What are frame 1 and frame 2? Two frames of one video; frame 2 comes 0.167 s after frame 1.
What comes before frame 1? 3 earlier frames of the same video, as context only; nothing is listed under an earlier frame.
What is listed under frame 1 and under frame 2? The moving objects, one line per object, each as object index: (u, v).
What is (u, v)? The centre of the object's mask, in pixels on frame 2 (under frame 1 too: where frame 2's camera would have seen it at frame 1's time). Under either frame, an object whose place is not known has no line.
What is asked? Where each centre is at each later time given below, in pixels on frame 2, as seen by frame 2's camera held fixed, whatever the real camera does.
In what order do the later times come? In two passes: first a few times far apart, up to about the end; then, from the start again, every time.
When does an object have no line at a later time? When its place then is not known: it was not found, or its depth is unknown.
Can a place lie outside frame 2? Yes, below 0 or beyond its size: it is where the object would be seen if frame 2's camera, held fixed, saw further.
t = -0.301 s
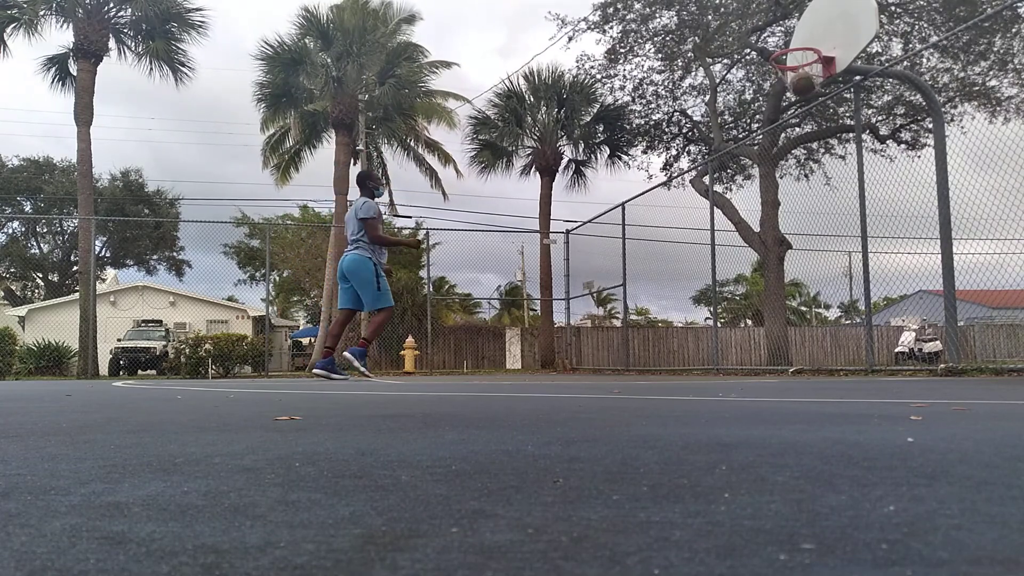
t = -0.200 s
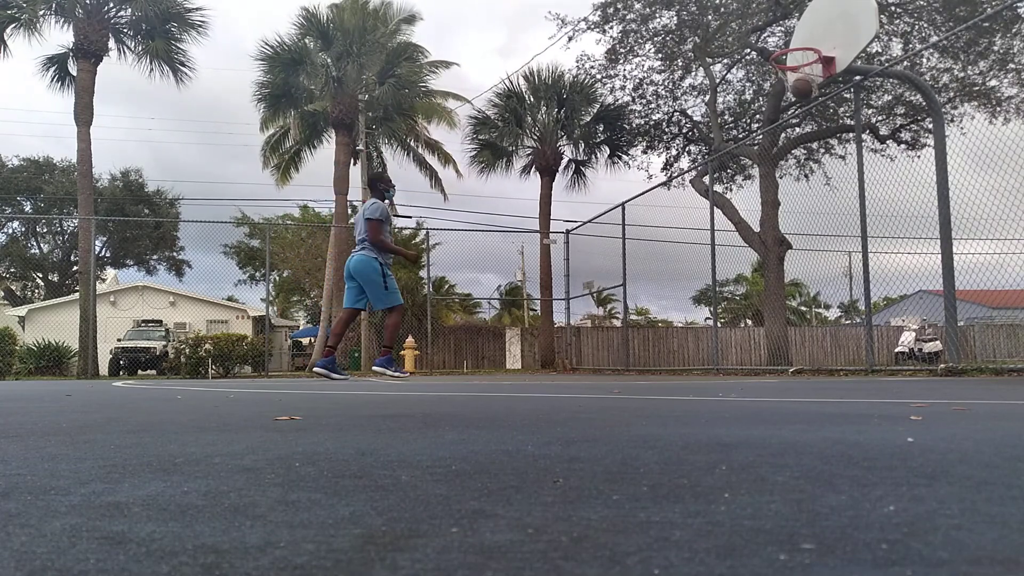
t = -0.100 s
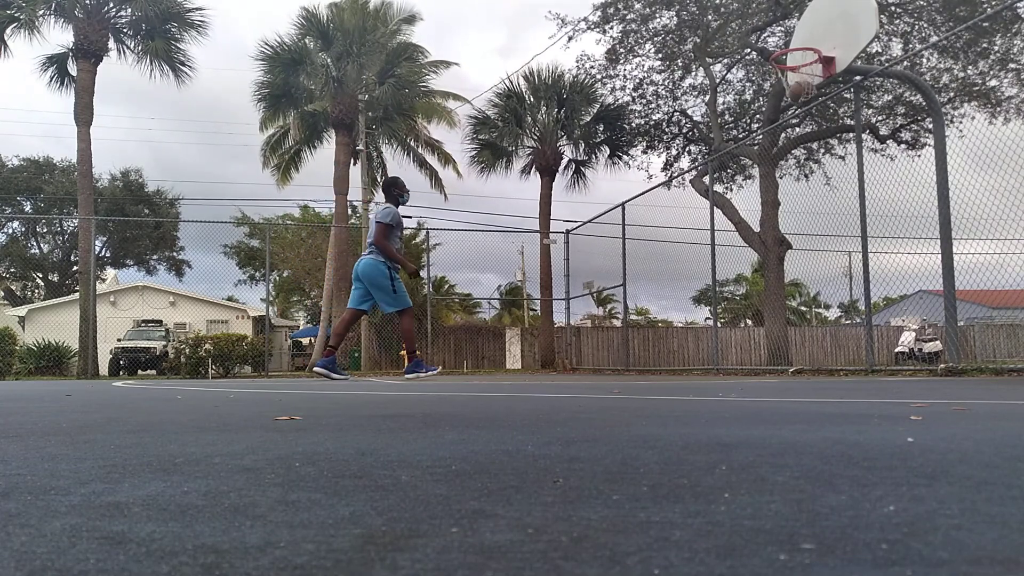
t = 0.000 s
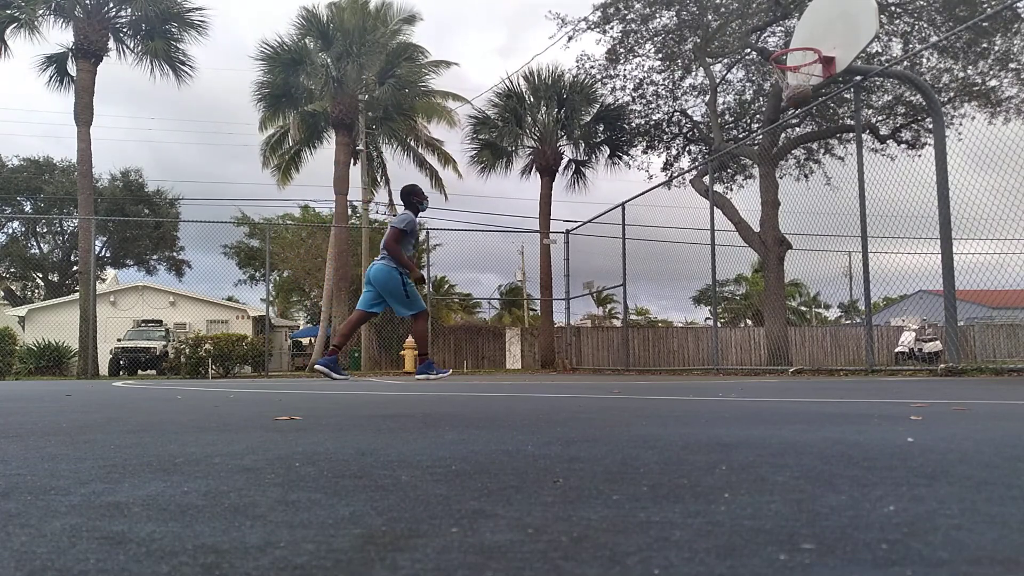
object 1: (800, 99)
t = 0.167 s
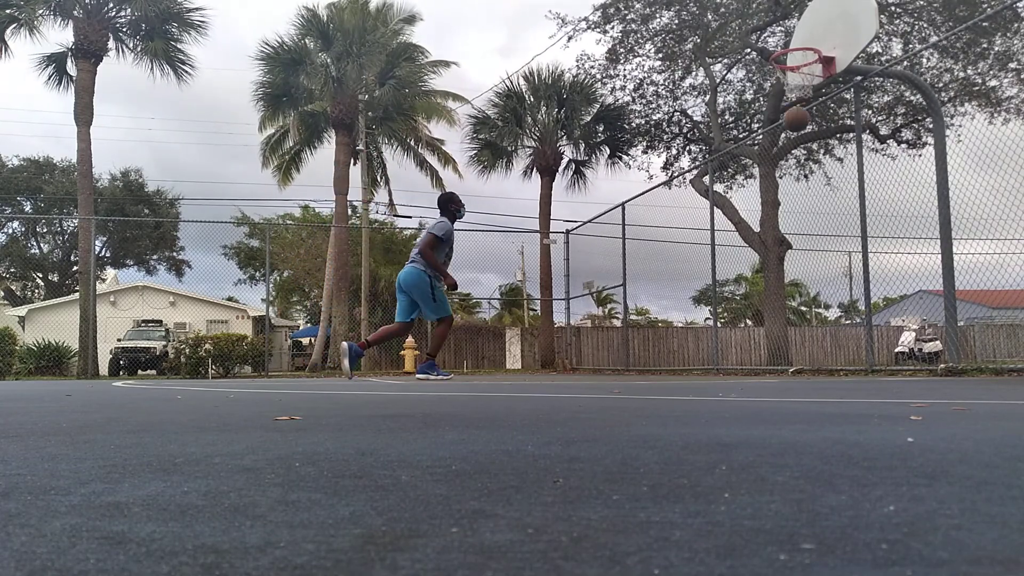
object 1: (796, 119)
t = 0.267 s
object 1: (796, 147)
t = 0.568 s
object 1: (796, 294)
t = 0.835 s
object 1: (803, 278)
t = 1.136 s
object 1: (817, 193)
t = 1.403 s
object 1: (835, 195)
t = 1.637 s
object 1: (855, 257)
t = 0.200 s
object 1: (796, 127)
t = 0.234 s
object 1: (795, 136)
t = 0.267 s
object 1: (796, 147)
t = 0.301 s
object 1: (795, 158)
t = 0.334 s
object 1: (795, 171)
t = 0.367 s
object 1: (795, 185)
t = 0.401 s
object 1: (795, 200)
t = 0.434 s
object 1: (795, 216)
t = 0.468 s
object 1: (795, 234)
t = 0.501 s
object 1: (796, 253)
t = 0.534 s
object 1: (796, 273)
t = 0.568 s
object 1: (796, 294)
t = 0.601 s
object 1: (796, 318)
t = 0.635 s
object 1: (797, 341)
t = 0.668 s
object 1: (797, 365)
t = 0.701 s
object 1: (798, 346)
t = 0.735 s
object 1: (799, 327)
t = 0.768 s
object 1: (800, 310)
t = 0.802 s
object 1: (801, 294)
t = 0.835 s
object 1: (803, 278)
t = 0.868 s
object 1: (804, 265)
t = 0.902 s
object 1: (805, 252)
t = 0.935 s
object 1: (807, 240)
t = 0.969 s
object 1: (808, 229)
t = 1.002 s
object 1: (810, 220)
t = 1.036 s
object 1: (812, 212)
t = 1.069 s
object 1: (814, 204)
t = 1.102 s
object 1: (816, 198)
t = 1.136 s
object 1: (817, 193)
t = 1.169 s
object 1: (820, 189)
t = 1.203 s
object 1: (821, 187)
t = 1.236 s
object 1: (824, 185)
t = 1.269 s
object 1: (825, 185)
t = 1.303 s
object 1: (828, 186)
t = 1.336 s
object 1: (830, 188)
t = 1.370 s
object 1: (833, 190)
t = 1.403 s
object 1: (835, 195)
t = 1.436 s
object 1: (838, 200)
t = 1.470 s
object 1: (841, 206)
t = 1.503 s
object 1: (843, 214)
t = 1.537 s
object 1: (846, 223)
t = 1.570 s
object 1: (849, 233)
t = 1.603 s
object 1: (852, 244)
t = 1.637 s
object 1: (855, 257)
